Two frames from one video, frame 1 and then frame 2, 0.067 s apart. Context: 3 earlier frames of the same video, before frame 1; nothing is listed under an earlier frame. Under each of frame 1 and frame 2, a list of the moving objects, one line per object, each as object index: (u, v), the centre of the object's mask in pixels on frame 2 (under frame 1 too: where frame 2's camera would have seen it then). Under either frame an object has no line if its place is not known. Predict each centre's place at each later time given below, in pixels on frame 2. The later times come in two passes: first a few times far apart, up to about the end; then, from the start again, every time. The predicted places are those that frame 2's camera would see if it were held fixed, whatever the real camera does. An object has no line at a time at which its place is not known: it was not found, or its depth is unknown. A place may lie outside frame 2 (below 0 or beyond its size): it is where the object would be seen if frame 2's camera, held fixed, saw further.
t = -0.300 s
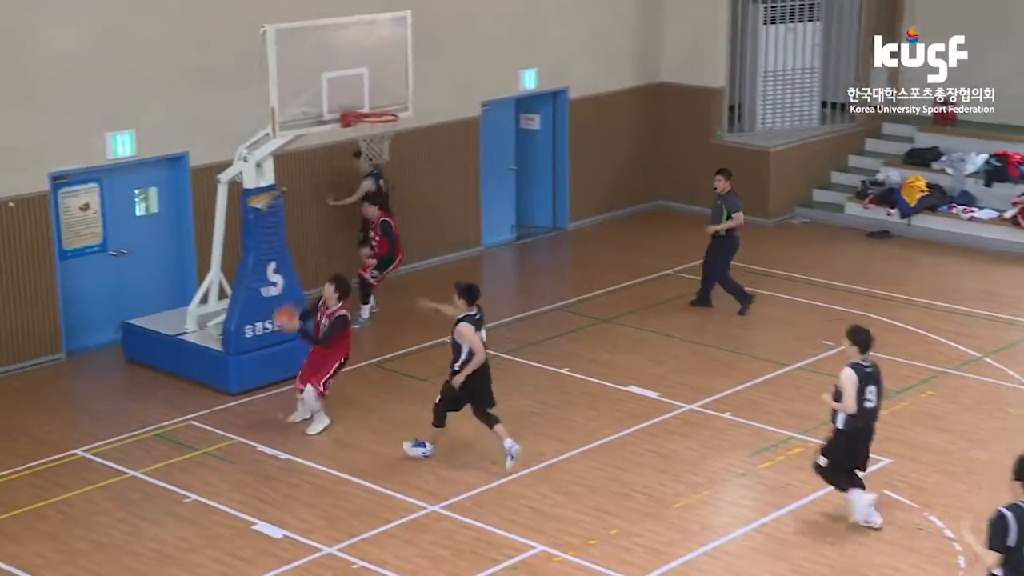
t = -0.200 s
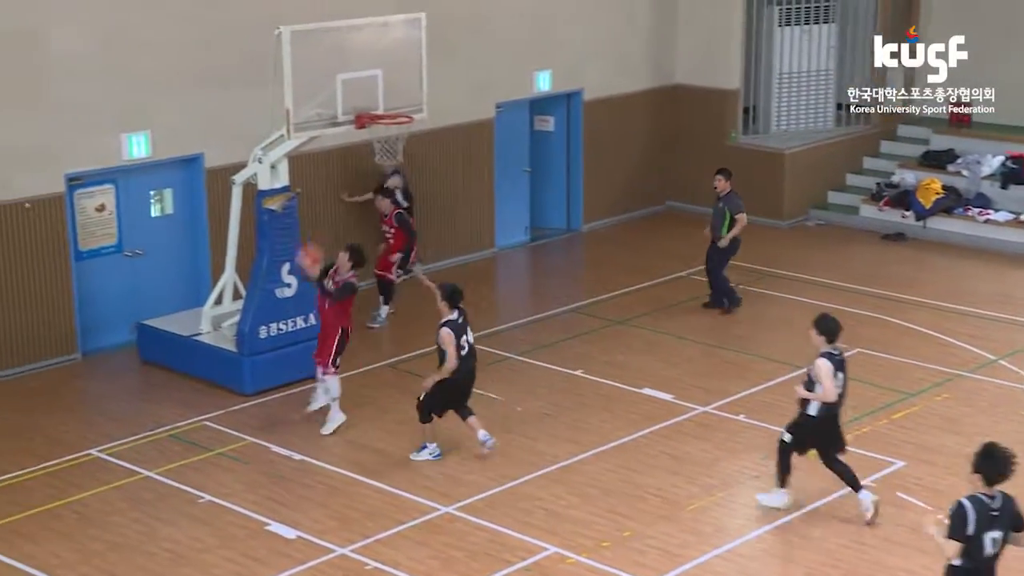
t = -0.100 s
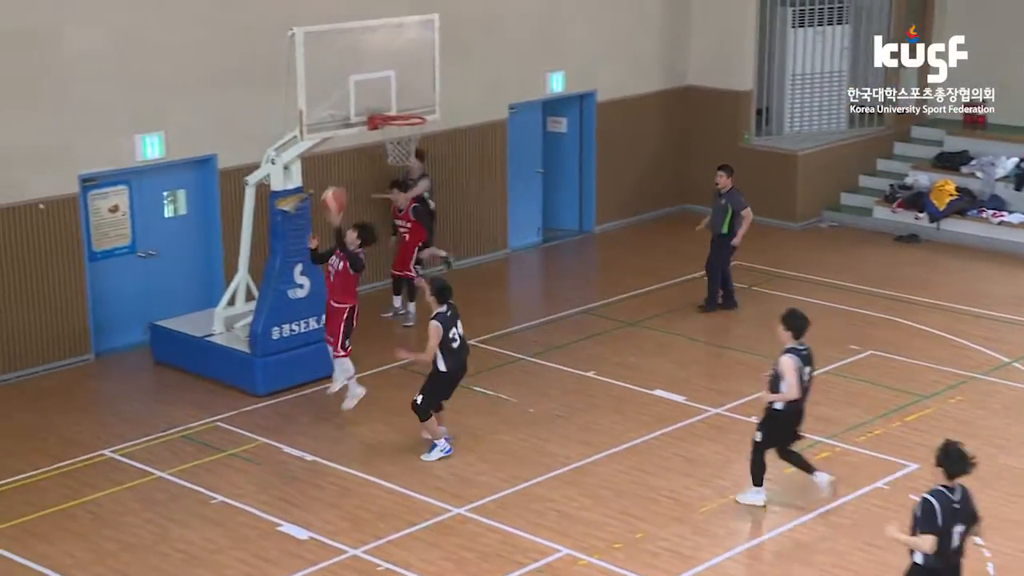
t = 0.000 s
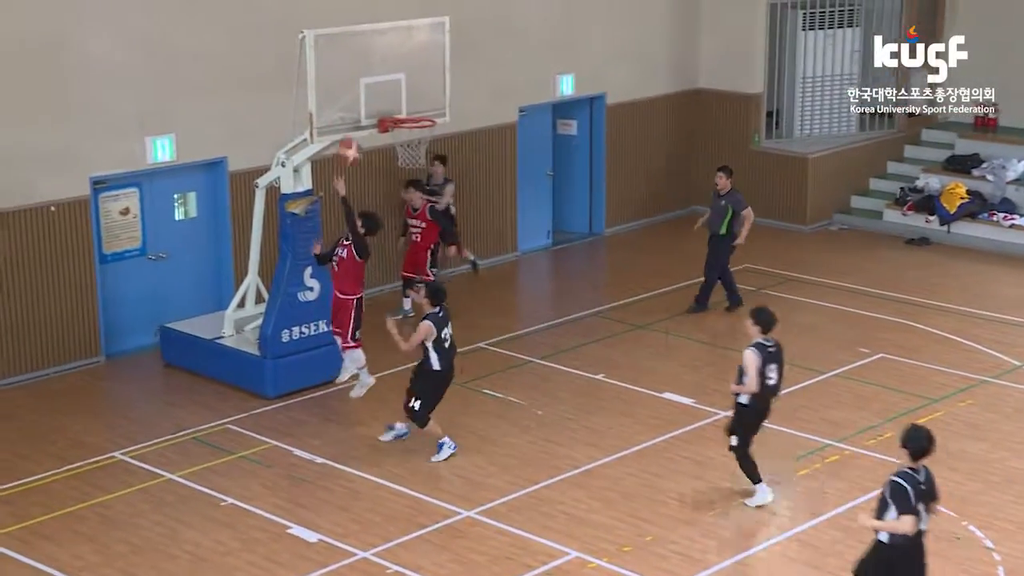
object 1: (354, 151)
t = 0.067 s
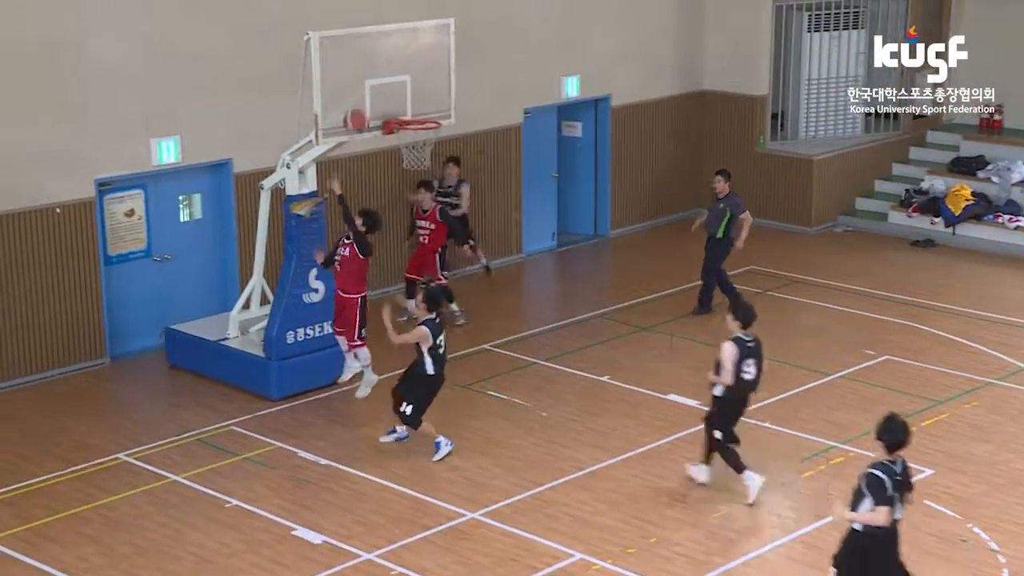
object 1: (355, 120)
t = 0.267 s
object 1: (364, 60)
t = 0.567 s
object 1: (409, 80)
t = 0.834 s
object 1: (396, 139)
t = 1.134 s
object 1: (406, 163)
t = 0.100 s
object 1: (357, 109)
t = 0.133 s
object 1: (358, 97)
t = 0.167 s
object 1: (359, 84)
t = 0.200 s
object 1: (361, 75)
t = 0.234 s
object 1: (362, 67)
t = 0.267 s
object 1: (364, 60)
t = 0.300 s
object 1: (365, 54)
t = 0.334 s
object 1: (368, 50)
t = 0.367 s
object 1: (373, 51)
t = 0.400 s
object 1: (379, 53)
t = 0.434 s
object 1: (384, 57)
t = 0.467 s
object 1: (390, 62)
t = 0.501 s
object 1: (397, 68)
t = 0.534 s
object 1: (402, 73)
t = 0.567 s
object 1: (409, 80)
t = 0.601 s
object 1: (414, 90)
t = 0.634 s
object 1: (420, 100)
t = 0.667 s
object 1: (427, 111)
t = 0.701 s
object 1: (427, 122)
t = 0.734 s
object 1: (418, 126)
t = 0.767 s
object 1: (411, 133)
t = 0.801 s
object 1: (400, 138)
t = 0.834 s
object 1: (396, 139)
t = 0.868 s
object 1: (394, 140)
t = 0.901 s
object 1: (394, 142)
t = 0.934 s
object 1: (393, 144)
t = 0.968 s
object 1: (394, 145)
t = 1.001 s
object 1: (396, 147)
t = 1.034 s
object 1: (398, 148)
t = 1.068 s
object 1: (401, 153)
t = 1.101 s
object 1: (405, 156)
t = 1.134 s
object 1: (406, 163)
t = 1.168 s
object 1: (409, 159)
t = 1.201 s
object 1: (413, 176)
